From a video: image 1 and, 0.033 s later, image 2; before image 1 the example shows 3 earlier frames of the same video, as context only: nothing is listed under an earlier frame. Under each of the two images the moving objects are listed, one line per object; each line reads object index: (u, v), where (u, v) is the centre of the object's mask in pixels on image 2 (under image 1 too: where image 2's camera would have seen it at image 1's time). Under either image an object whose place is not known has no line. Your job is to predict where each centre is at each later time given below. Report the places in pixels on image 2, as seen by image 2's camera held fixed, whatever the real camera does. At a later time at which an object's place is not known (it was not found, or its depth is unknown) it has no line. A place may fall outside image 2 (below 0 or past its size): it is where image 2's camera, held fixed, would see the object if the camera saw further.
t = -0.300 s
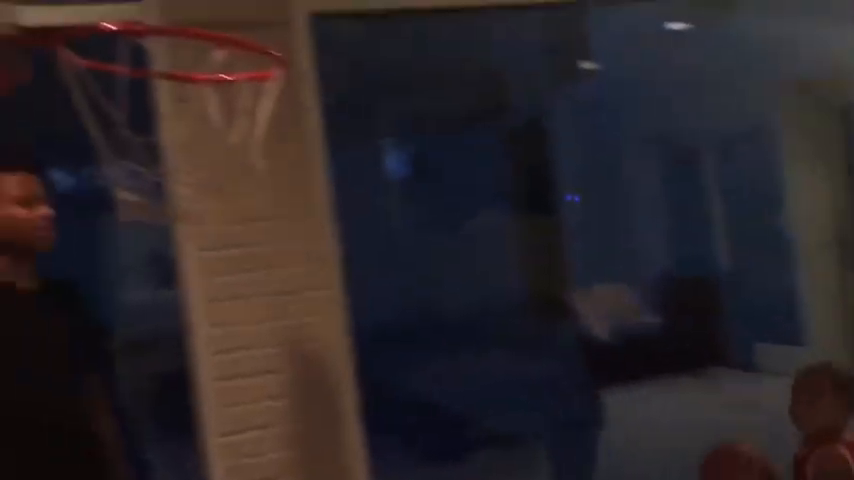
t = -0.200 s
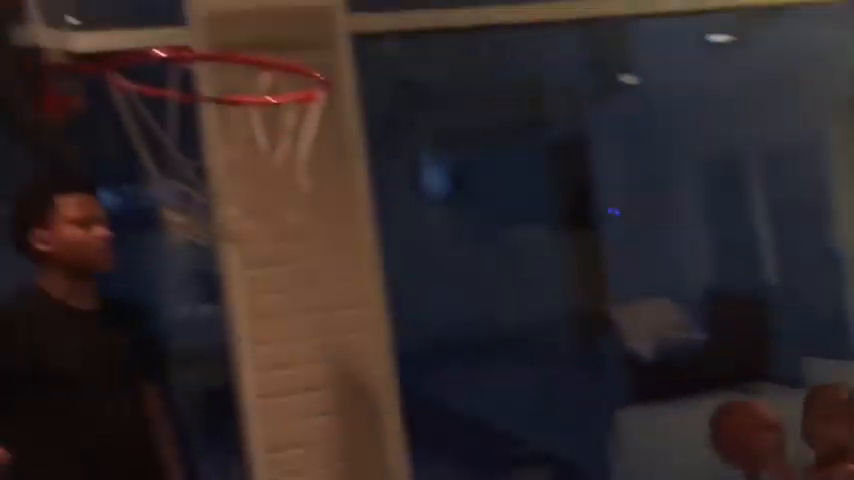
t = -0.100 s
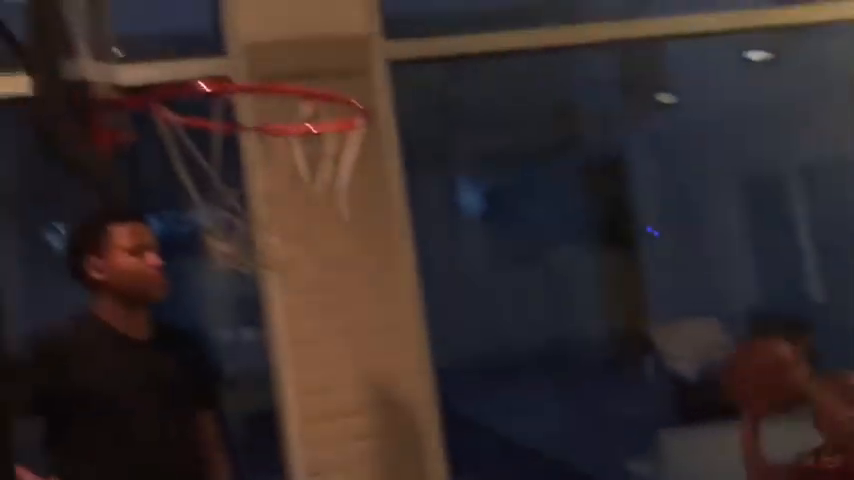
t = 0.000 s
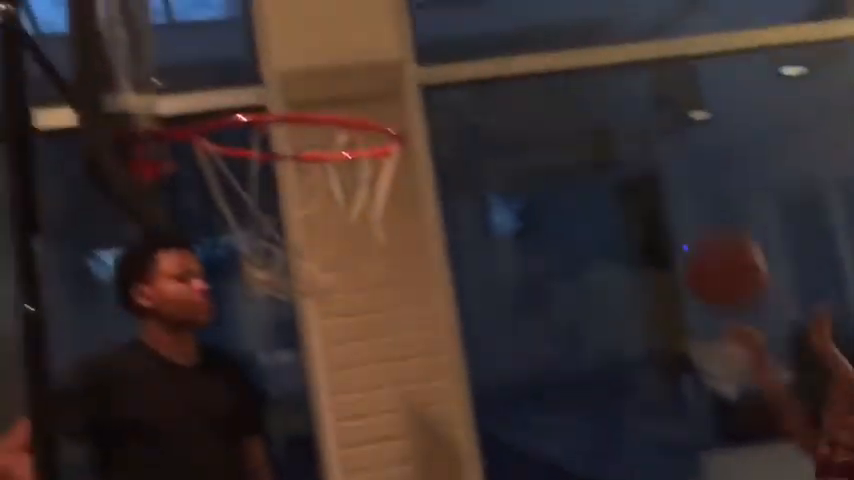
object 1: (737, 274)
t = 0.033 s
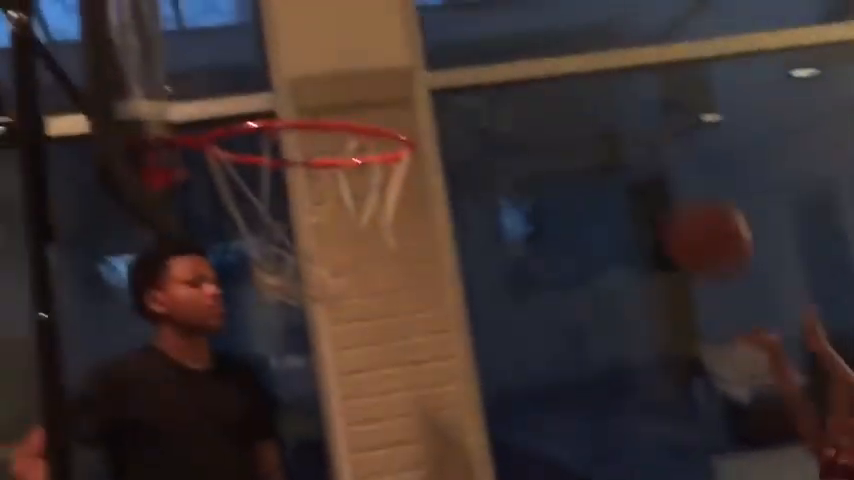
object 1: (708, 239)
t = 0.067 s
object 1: (680, 208)
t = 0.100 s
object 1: (650, 173)
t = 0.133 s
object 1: (621, 147)
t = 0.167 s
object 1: (591, 125)
